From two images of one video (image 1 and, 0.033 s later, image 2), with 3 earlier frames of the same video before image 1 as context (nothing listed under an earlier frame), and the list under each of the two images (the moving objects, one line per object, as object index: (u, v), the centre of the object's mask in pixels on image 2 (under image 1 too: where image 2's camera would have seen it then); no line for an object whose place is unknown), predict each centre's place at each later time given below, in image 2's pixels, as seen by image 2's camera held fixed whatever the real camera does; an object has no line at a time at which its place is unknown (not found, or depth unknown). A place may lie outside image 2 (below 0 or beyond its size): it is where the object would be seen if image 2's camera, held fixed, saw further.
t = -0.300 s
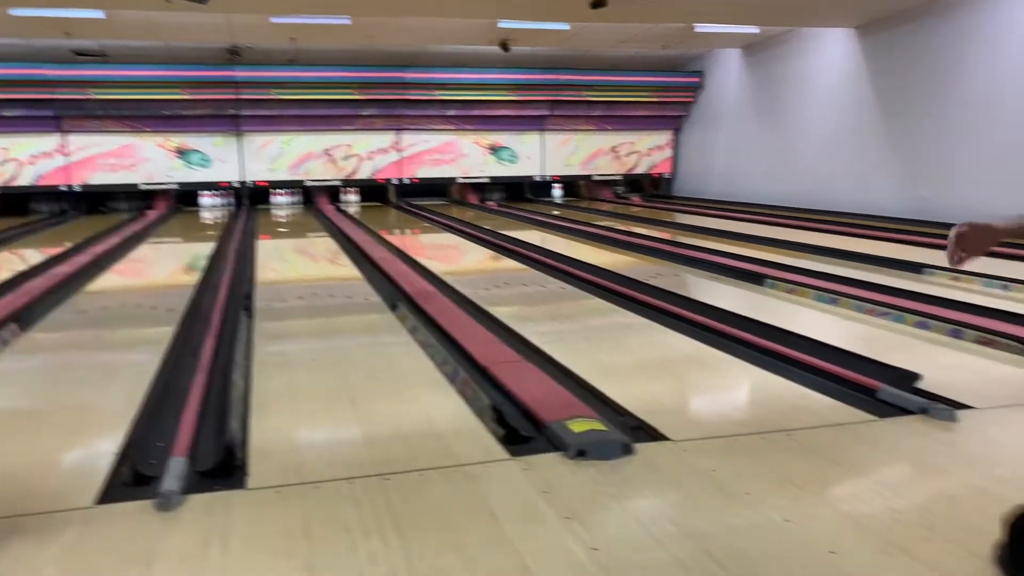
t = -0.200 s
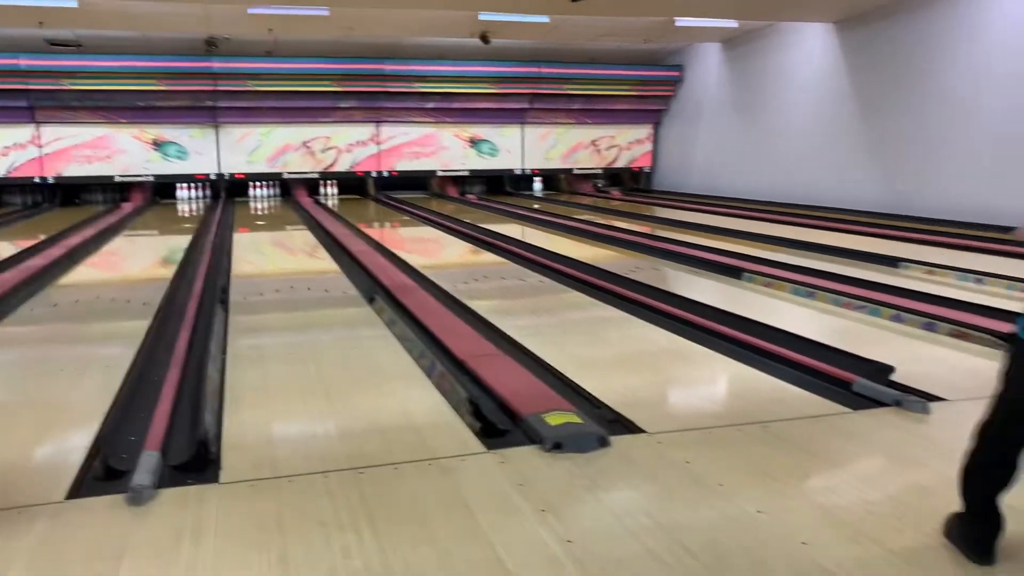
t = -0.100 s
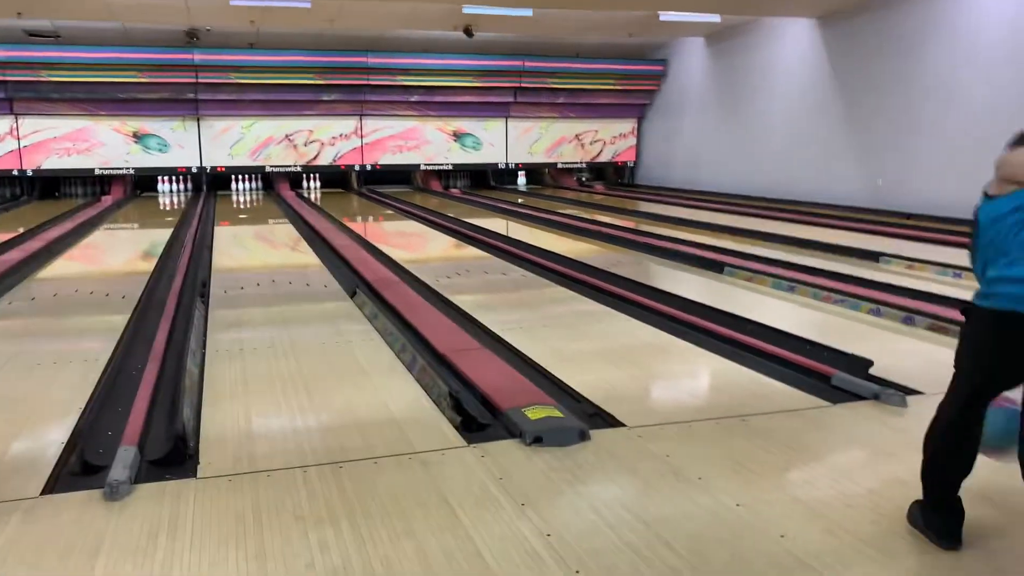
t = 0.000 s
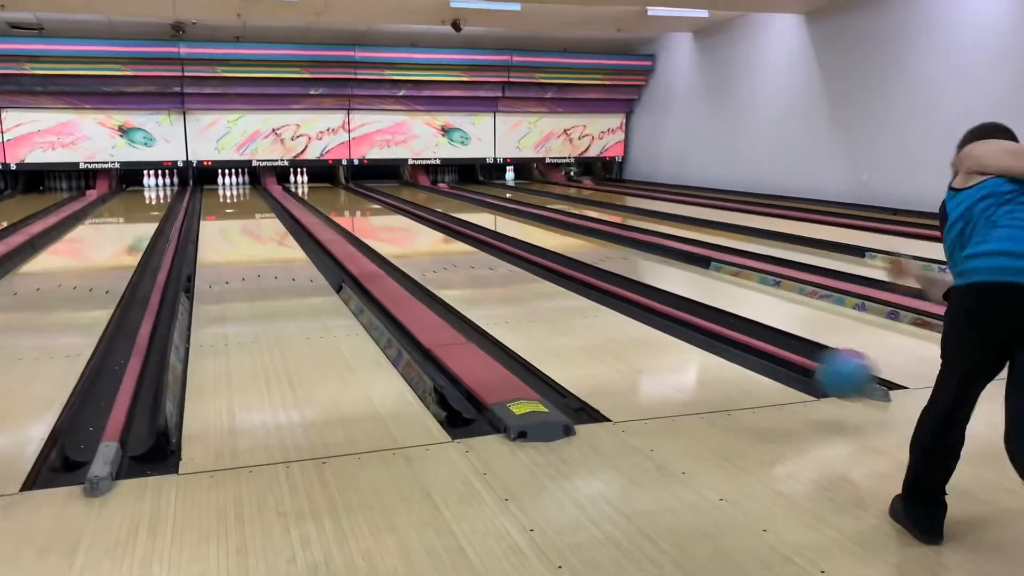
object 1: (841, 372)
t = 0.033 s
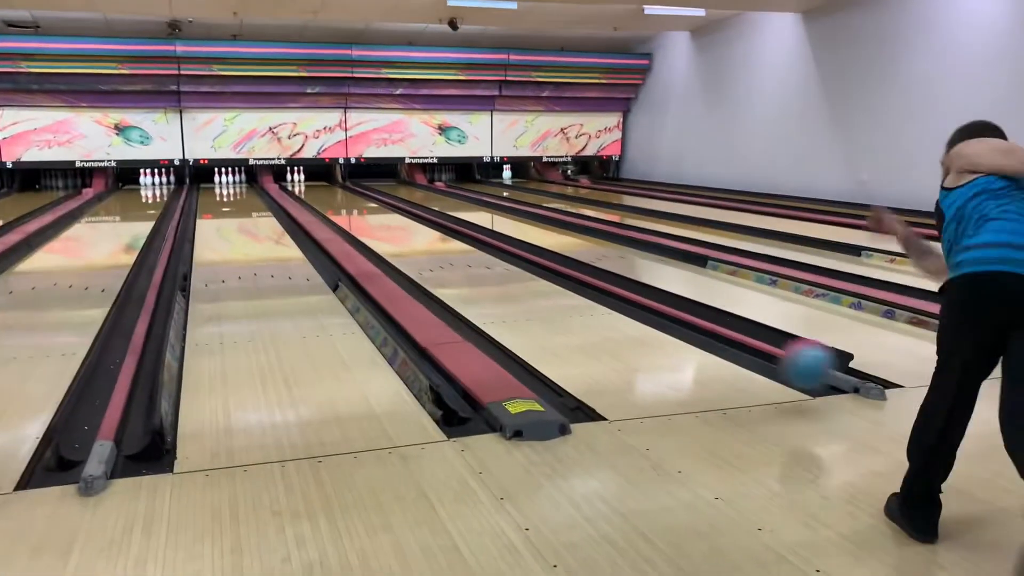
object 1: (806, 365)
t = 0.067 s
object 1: (778, 358)
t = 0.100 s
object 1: (748, 354)
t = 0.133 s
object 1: (723, 354)
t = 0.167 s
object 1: (699, 346)
